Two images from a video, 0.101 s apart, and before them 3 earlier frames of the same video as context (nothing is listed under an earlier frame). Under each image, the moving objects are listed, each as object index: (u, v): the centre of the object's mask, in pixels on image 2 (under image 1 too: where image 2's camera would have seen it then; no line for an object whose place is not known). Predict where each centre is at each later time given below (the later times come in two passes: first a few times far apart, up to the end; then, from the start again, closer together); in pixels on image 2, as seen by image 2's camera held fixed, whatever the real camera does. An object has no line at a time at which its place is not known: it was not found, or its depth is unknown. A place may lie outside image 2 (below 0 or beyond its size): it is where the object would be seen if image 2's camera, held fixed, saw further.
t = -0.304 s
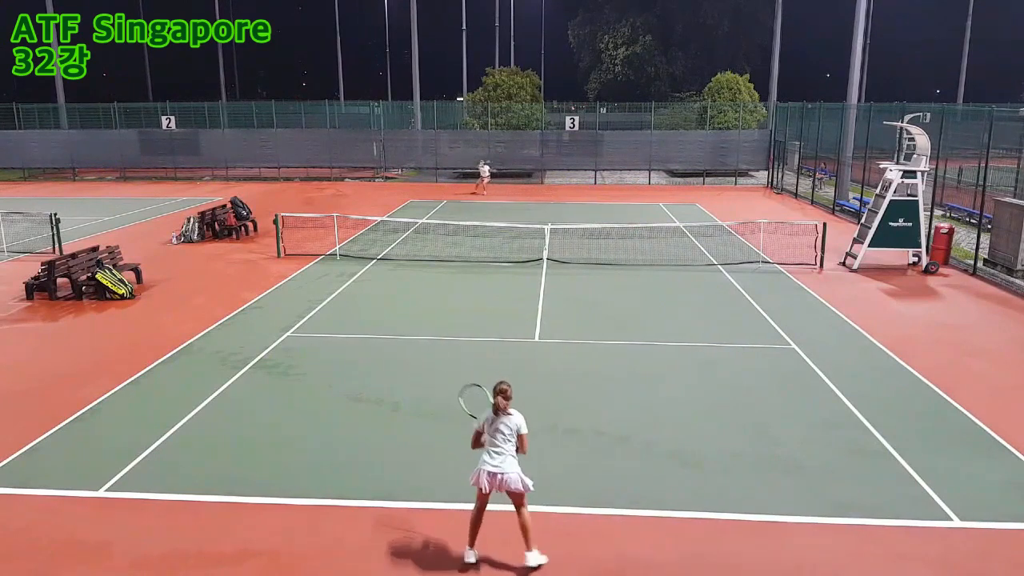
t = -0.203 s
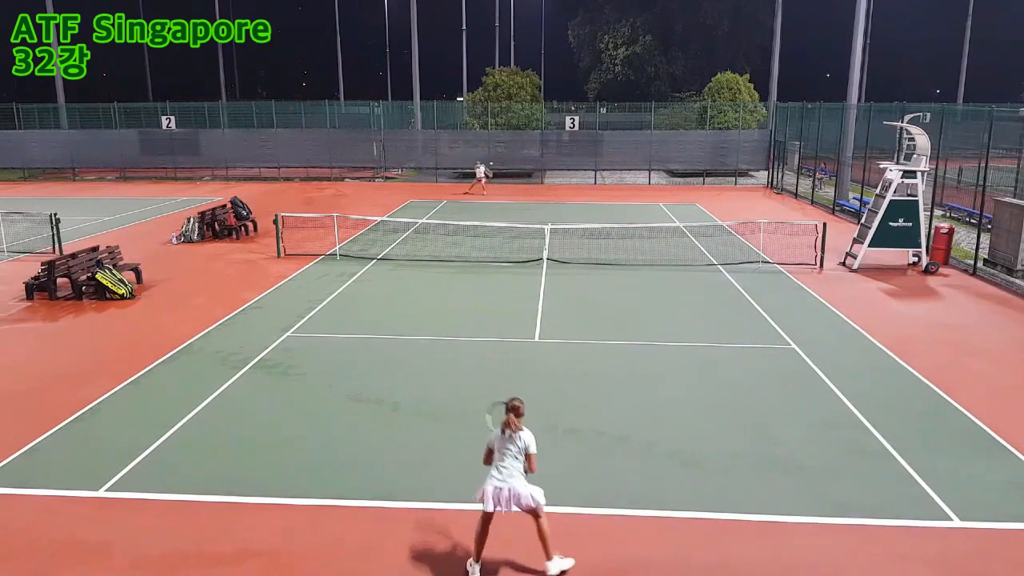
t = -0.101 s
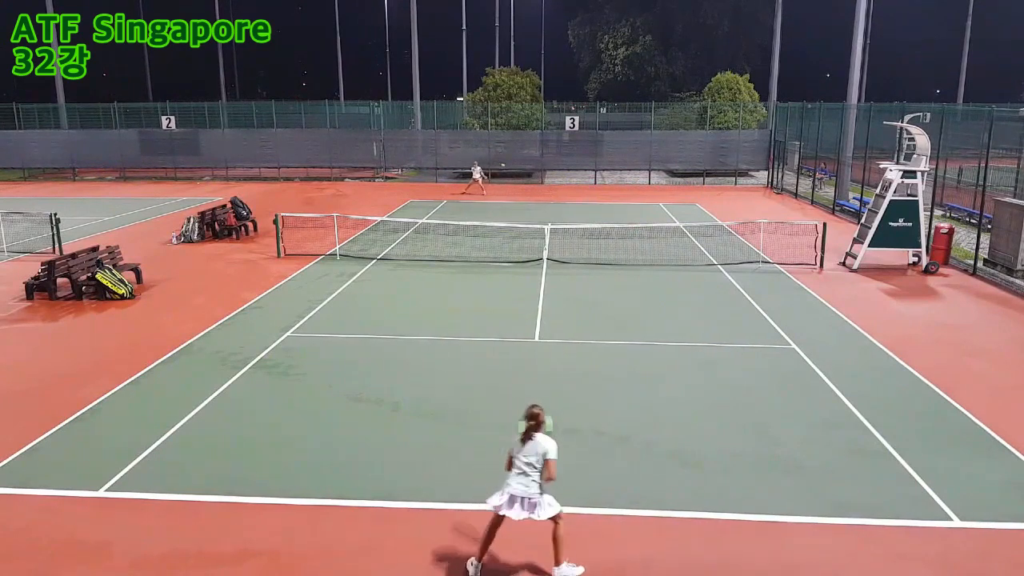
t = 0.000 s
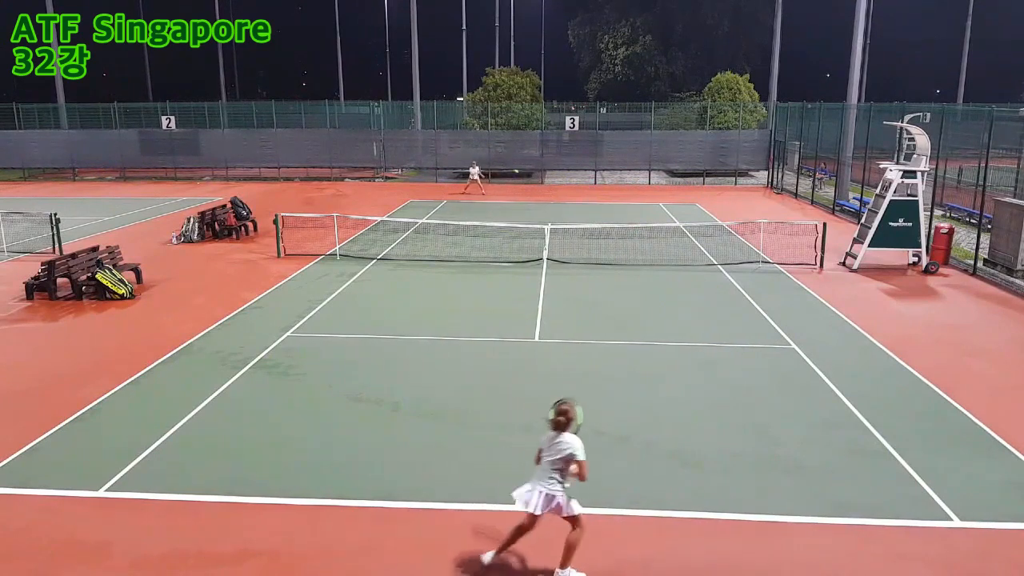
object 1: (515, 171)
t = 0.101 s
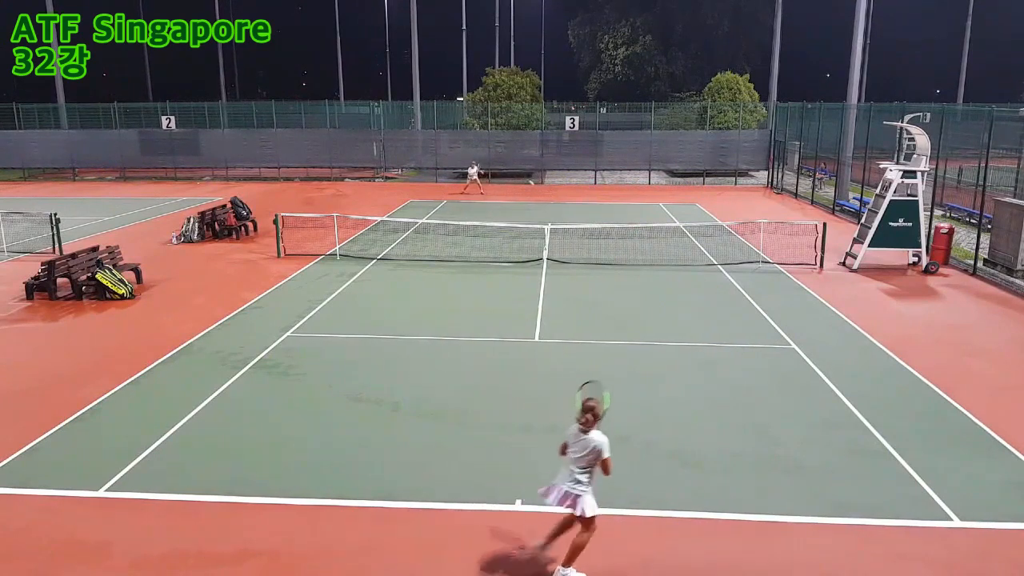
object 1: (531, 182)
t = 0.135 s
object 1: (537, 188)
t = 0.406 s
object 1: (601, 283)
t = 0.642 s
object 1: (664, 336)
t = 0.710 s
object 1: (683, 332)
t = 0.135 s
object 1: (537, 188)
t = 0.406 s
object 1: (601, 283)
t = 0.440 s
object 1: (610, 300)
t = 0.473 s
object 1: (620, 320)
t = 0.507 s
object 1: (630, 342)
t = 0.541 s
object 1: (639, 348)
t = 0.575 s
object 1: (647, 344)
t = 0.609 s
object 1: (655, 340)
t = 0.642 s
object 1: (664, 336)
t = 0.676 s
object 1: (673, 334)
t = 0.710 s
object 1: (683, 332)
